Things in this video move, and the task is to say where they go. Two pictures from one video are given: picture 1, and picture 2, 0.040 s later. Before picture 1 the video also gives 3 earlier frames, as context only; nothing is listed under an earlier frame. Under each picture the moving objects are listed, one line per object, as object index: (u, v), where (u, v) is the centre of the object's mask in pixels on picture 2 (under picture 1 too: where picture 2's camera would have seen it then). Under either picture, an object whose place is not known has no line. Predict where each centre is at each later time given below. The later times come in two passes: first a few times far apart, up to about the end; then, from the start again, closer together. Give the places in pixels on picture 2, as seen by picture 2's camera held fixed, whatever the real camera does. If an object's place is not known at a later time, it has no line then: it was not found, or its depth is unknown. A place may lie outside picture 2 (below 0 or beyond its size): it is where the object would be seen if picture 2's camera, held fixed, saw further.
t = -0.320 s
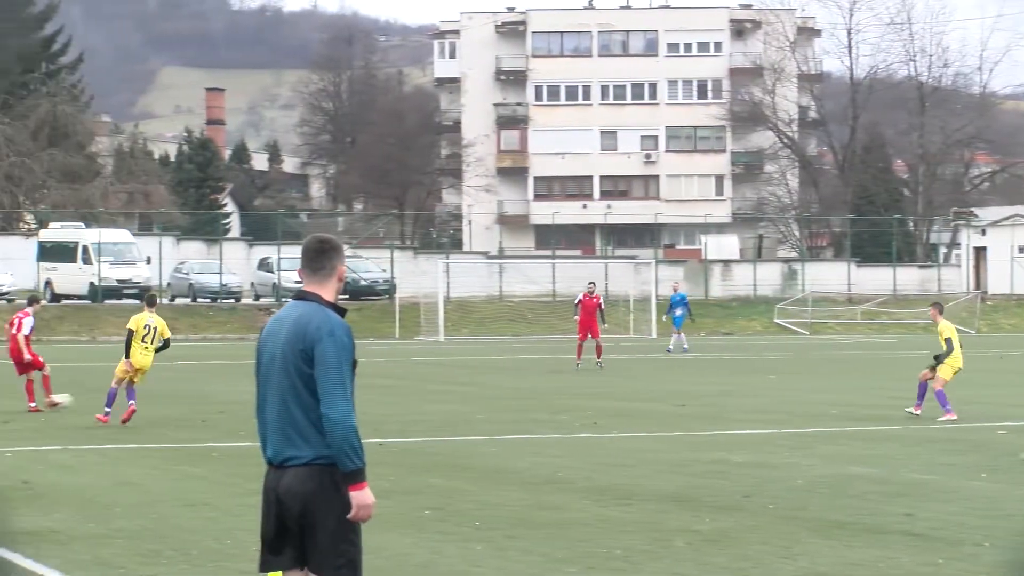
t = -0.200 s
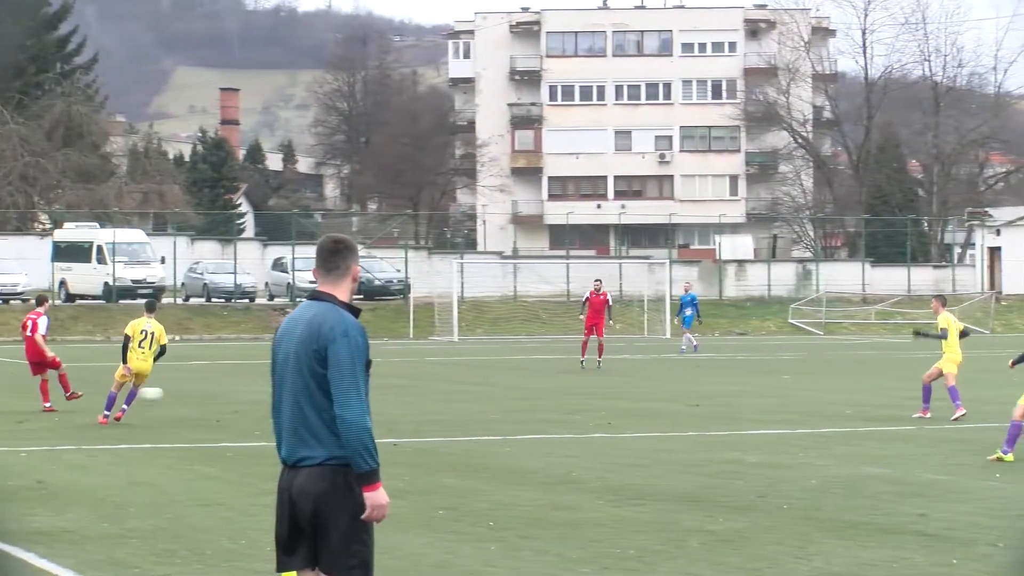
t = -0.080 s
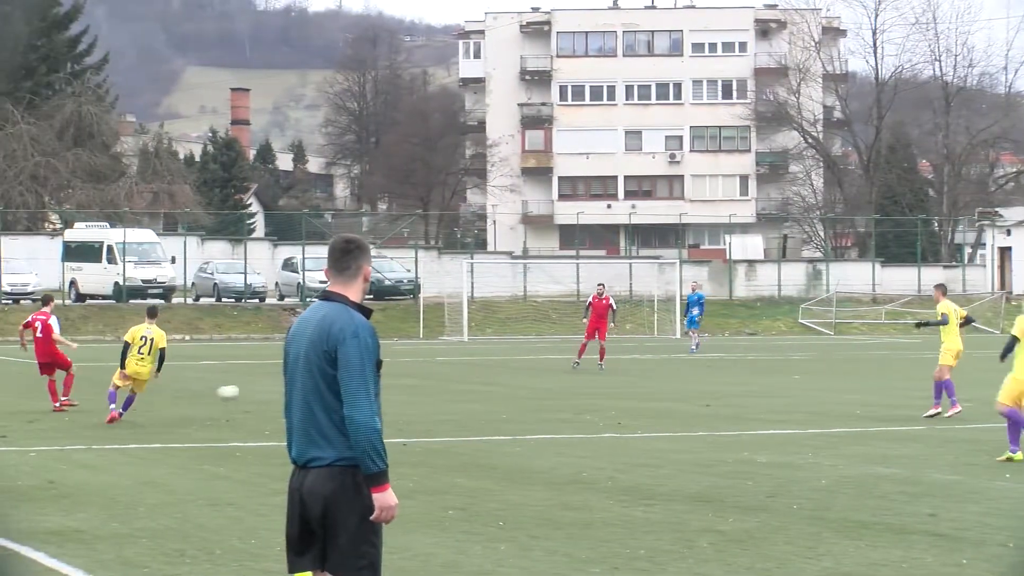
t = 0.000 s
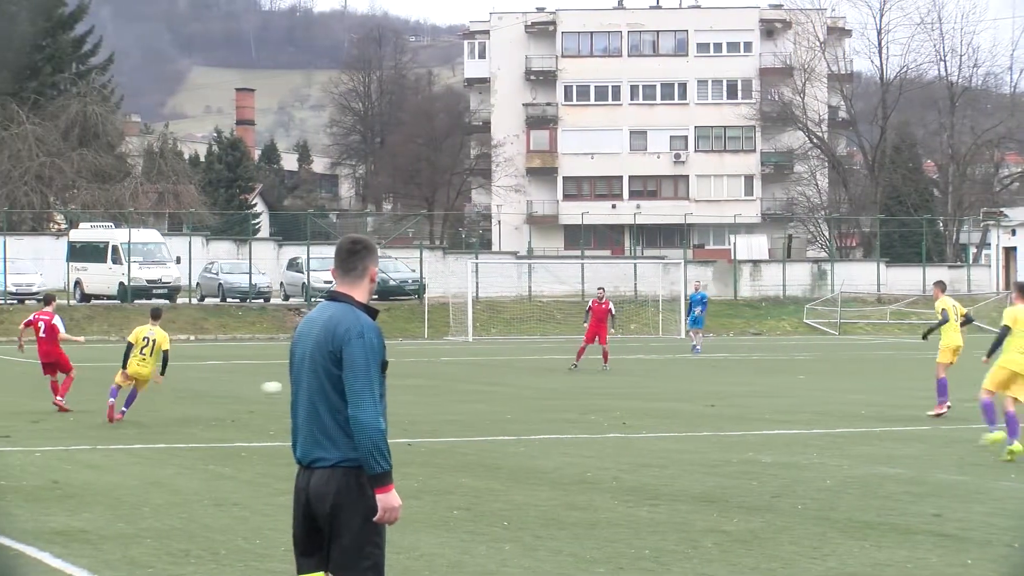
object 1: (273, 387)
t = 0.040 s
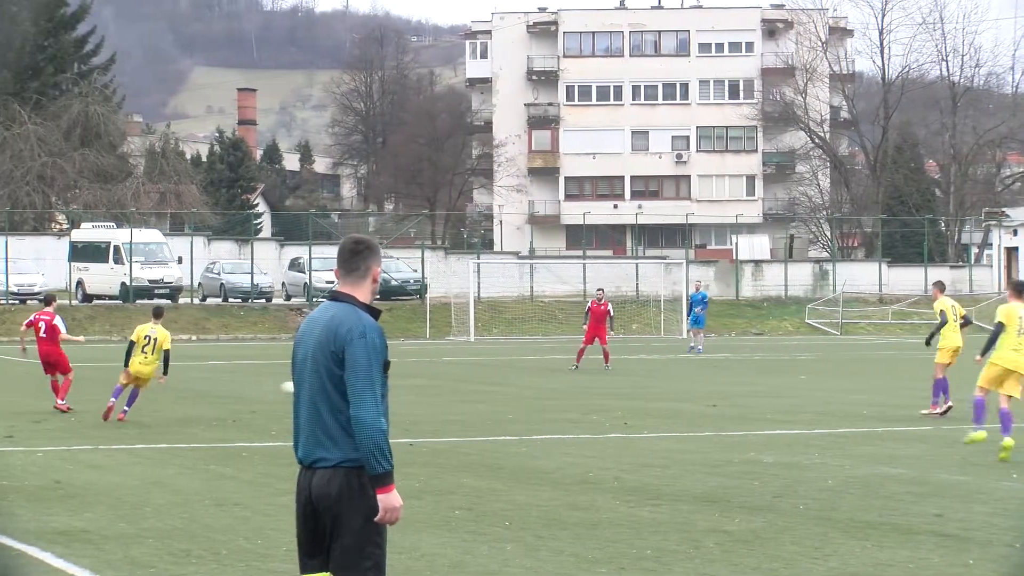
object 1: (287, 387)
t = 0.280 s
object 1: (386, 381)
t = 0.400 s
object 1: (420, 379)
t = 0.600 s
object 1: (471, 374)
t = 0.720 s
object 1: (497, 372)
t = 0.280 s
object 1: (386, 381)
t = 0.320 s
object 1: (395, 382)
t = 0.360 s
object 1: (408, 380)
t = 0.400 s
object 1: (420, 379)
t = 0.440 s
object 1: (431, 379)
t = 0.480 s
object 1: (442, 378)
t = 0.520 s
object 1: (452, 377)
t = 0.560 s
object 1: (461, 375)
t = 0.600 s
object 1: (471, 374)
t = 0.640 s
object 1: (480, 374)
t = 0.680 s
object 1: (489, 374)
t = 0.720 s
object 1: (497, 372)
